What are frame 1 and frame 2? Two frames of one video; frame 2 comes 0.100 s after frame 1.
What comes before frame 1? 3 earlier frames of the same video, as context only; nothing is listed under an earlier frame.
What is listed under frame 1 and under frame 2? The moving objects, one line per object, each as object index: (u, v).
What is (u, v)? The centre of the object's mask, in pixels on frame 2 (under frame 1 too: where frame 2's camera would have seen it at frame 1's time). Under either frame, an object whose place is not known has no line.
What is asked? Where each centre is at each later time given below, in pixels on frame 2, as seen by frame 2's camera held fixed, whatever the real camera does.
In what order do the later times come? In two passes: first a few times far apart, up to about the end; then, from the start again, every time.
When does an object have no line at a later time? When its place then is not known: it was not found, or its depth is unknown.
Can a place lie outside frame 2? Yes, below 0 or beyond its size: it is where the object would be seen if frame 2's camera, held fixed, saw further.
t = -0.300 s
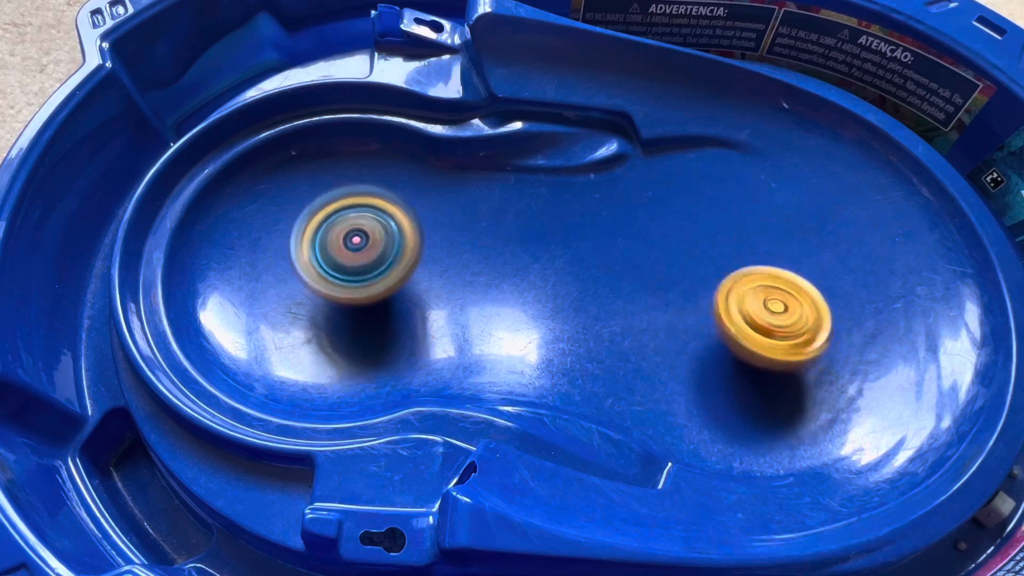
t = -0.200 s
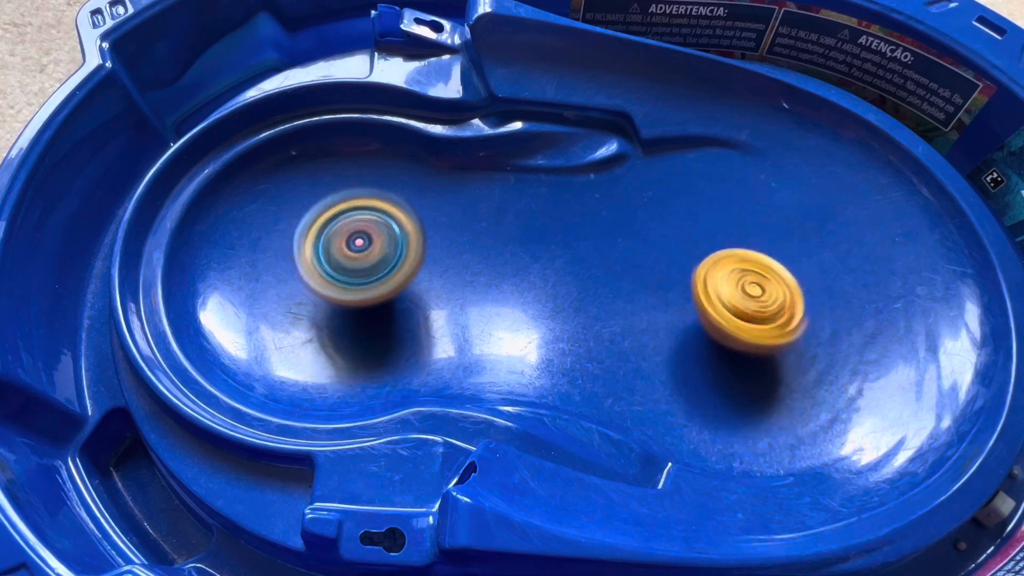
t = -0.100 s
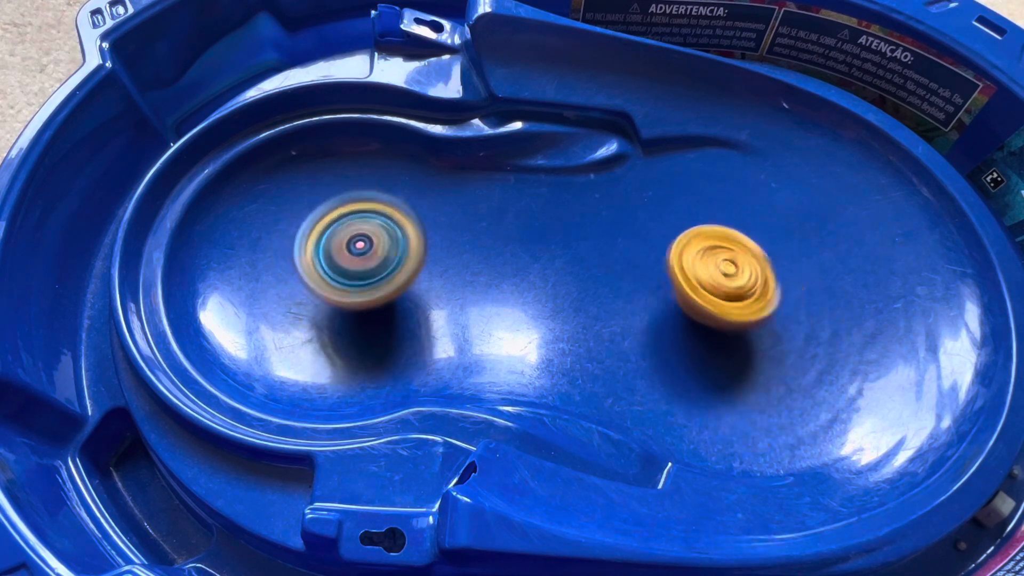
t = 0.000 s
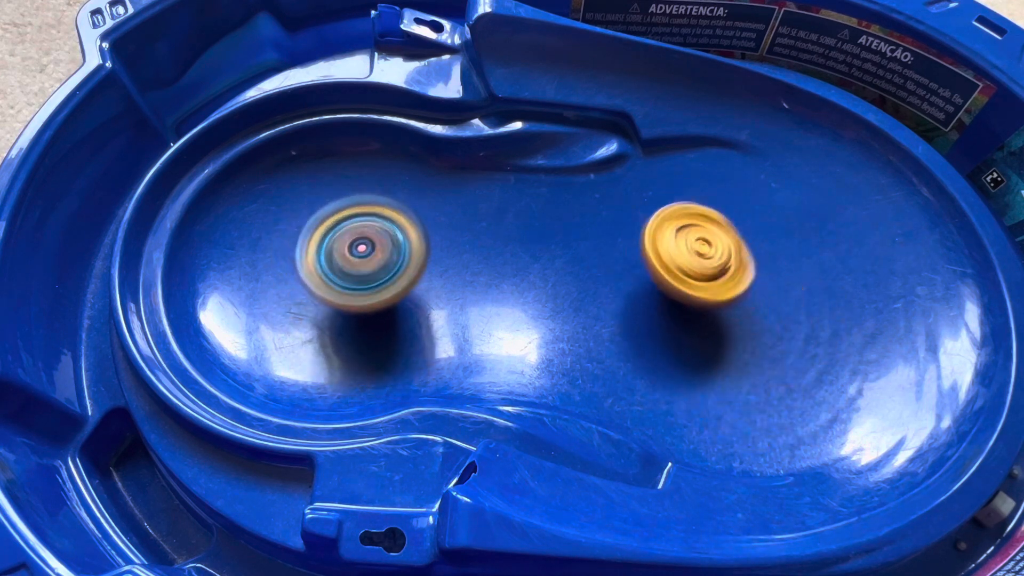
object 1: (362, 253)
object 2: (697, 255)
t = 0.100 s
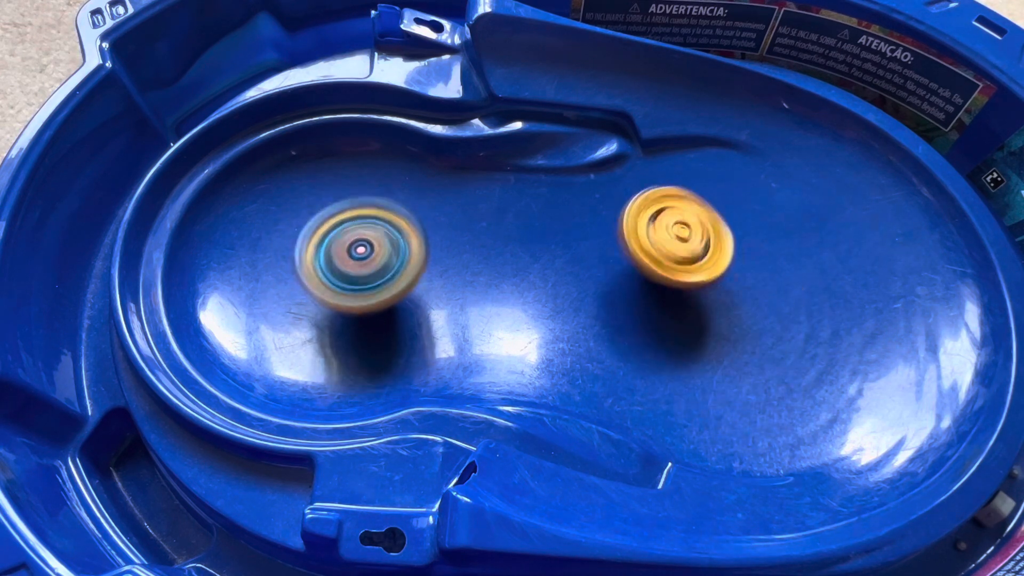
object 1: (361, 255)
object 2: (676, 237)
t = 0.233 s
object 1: (360, 258)
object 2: (667, 232)
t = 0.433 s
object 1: (357, 258)
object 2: (684, 261)
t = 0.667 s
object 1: (354, 253)
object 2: (749, 317)
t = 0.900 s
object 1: (353, 245)
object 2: (803, 335)
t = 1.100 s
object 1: (354, 239)
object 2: (796, 311)
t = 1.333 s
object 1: (357, 237)
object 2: (740, 254)
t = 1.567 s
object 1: (359, 242)
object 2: (687, 225)
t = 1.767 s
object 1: (360, 246)
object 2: (672, 238)
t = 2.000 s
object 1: (357, 248)
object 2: (698, 296)
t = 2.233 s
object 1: (353, 249)
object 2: (759, 339)
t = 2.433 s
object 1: (348, 248)
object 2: (793, 331)
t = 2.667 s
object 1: (348, 243)
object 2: (782, 277)
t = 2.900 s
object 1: (352, 241)
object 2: (732, 227)
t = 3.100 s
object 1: (355, 244)
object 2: (697, 223)
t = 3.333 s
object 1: (356, 249)
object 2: (681, 265)
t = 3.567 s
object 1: (354, 253)
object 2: (710, 323)
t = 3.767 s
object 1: (351, 254)
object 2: (749, 338)
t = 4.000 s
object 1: (349, 251)
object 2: (779, 304)
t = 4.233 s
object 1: (350, 248)
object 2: (771, 252)
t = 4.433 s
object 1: (353, 245)
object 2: (745, 225)
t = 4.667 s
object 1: (356, 247)
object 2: (707, 243)
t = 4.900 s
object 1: (357, 251)
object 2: (688, 290)
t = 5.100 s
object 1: (357, 253)
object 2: (695, 314)
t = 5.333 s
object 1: (354, 251)
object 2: (729, 311)
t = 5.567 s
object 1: (352, 249)
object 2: (773, 278)
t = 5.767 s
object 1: (353, 244)
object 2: (781, 256)
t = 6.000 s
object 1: (355, 244)
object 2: (754, 252)
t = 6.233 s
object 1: (356, 246)
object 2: (703, 270)
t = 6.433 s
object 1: (357, 249)
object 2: (675, 284)
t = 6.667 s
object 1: (352, 252)
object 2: (686, 284)
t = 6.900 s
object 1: (349, 250)
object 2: (730, 284)
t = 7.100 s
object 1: (349, 247)
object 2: (769, 292)
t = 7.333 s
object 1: (351, 247)
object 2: (776, 296)
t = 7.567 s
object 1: (354, 248)
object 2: (740, 282)
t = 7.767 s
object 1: (355, 251)
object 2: (705, 258)
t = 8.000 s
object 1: (354, 252)
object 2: (694, 256)
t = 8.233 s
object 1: (353, 251)
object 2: (714, 289)
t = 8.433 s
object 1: (354, 248)
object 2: (742, 316)
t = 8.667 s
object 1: (356, 246)
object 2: (759, 315)
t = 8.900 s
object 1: (358, 248)
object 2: (758, 279)
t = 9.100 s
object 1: (358, 249)
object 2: (747, 251)
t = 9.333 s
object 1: (357, 248)
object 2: (732, 245)
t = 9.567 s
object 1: (353, 246)
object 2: (713, 273)
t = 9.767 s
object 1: (352, 244)
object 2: (703, 293)
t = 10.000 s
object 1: (354, 243)
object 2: (713, 289)
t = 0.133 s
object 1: (362, 255)
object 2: (674, 235)
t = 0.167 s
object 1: (362, 256)
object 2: (669, 233)
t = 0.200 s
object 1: (361, 257)
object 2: (668, 233)
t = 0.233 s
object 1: (360, 258)
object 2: (667, 232)
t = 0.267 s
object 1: (359, 258)
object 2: (669, 236)
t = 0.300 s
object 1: (359, 257)
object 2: (667, 238)
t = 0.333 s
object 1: (359, 258)
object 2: (672, 241)
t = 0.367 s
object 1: (359, 258)
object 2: (674, 247)
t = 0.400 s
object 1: (359, 258)
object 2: (679, 252)
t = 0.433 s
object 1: (357, 258)
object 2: (684, 261)
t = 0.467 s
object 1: (357, 257)
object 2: (689, 268)
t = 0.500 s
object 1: (356, 256)
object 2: (696, 275)
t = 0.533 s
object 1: (356, 255)
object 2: (705, 284)
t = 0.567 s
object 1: (356, 254)
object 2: (715, 293)
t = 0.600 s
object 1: (356, 254)
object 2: (726, 301)
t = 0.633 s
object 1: (355, 253)
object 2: (739, 311)
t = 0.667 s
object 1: (354, 253)
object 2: (749, 317)
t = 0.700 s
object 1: (353, 251)
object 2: (761, 324)
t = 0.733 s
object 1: (353, 250)
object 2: (770, 328)
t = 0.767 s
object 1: (353, 248)
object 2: (781, 332)
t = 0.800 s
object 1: (354, 247)
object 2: (787, 335)
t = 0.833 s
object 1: (354, 246)
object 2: (795, 334)
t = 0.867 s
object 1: (353, 246)
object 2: (798, 337)
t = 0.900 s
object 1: (353, 245)
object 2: (803, 335)
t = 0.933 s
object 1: (352, 244)
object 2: (804, 334)
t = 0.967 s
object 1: (352, 243)
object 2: (806, 330)
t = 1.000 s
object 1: (353, 241)
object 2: (807, 328)
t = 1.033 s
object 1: (353, 240)
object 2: (802, 322)
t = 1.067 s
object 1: (354, 239)
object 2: (801, 318)
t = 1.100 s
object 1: (354, 239)
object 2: (796, 311)
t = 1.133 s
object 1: (354, 239)
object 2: (791, 305)
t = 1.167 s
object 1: (355, 239)
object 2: (784, 297)
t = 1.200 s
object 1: (354, 238)
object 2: (779, 289)
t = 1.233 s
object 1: (355, 238)
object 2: (769, 281)
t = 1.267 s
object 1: (355, 237)
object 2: (761, 271)
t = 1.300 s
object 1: (356, 237)
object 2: (751, 264)
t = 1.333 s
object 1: (357, 237)
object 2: (740, 254)
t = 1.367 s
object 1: (358, 237)
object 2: (731, 247)
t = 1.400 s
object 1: (358, 238)
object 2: (720, 240)
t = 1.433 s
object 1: (359, 239)
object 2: (712, 236)
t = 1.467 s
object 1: (359, 240)
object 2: (702, 231)
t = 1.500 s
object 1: (359, 240)
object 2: (698, 229)
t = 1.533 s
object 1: (359, 241)
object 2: (690, 227)
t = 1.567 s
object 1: (359, 242)
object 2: (687, 225)
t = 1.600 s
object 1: (359, 243)
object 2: (682, 226)
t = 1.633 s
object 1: (359, 243)
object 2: (679, 224)
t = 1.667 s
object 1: (359, 244)
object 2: (676, 228)
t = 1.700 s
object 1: (359, 245)
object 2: (674, 229)
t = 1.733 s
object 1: (359, 246)
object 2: (674, 234)
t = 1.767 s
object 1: (360, 246)
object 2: (672, 238)
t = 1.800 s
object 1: (360, 247)
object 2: (675, 243)
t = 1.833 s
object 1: (359, 248)
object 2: (674, 251)
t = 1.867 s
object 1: (359, 248)
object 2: (676, 257)
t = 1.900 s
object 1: (358, 248)
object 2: (679, 267)
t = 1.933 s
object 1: (358, 248)
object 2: (682, 276)
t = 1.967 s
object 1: (357, 249)
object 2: (689, 286)
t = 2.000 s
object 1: (357, 248)
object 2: (698, 296)
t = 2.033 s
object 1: (356, 248)
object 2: (707, 306)
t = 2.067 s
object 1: (356, 248)
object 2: (714, 314)
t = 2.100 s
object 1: (355, 248)
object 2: (725, 320)
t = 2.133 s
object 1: (355, 249)
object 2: (733, 328)
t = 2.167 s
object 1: (354, 249)
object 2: (742, 331)
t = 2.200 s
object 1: (354, 249)
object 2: (752, 337)
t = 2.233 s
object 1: (353, 249)
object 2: (759, 339)
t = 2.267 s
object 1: (352, 249)
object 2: (769, 342)
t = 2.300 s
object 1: (351, 248)
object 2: (774, 342)
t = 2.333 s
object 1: (350, 248)
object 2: (782, 341)
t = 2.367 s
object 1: (350, 248)
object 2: (786, 340)
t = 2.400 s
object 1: (349, 248)
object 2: (790, 335)
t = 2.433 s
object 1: (348, 248)
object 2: (793, 331)
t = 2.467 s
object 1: (348, 247)
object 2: (793, 324)
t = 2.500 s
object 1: (348, 247)
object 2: (795, 319)
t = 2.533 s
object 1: (348, 246)
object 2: (794, 314)
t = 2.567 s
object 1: (348, 245)
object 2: (794, 305)
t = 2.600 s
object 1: (348, 244)
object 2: (791, 297)
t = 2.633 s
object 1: (348, 243)
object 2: (787, 287)
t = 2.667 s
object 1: (348, 243)
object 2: (782, 277)
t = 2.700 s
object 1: (348, 242)
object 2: (774, 267)
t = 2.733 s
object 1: (349, 242)
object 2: (769, 260)
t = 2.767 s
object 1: (349, 242)
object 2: (761, 253)
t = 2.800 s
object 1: (350, 241)
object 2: (756, 245)
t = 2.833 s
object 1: (351, 241)
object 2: (748, 239)
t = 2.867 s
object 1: (351, 241)
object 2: (740, 231)
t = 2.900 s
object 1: (352, 241)
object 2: (732, 227)
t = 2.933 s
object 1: (352, 241)
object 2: (723, 223)
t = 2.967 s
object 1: (353, 242)
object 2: (719, 222)
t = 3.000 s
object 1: (354, 242)
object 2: (712, 222)
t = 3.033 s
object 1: (354, 242)
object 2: (708, 220)
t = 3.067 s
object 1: (355, 243)
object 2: (703, 222)
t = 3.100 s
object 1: (355, 244)
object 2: (697, 223)
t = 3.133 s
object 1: (355, 244)
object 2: (694, 227)
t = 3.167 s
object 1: (355, 245)
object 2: (690, 231)
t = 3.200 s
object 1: (355, 246)
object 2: (688, 236)
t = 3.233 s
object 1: (356, 247)
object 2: (686, 242)
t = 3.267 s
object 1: (356, 247)
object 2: (684, 248)
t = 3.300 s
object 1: (356, 248)
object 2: (683, 257)
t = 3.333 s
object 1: (356, 249)
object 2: (681, 265)
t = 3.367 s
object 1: (356, 249)
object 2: (683, 273)
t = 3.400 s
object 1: (355, 250)
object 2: (683, 284)
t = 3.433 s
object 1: (355, 251)
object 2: (688, 290)
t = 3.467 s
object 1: (355, 251)
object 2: (694, 300)
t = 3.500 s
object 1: (355, 252)
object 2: (699, 308)
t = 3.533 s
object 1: (354, 252)
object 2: (705, 317)
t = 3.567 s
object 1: (354, 253)
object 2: (710, 323)
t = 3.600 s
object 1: (354, 253)
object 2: (717, 327)
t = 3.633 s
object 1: (353, 253)
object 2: (724, 333)
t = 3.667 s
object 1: (353, 254)
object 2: (729, 334)
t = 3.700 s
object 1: (352, 254)
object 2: (738, 338)
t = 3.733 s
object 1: (352, 254)
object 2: (742, 340)
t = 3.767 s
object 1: (351, 254)
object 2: (749, 338)
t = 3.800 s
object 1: (351, 253)
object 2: (756, 337)
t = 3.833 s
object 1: (351, 253)
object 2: (759, 333)
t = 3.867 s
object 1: (350, 253)
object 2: (766, 331)
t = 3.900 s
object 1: (350, 252)
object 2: (770, 328)
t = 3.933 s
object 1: (350, 252)
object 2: (776, 321)
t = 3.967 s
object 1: (349, 252)
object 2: (778, 314)
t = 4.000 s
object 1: (349, 251)
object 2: (779, 304)
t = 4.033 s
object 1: (349, 251)
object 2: (782, 298)
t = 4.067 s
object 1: (348, 250)
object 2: (781, 291)
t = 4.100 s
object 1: (349, 250)
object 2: (783, 282)
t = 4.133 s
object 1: (349, 249)
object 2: (781, 273)
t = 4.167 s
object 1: (349, 249)
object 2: (777, 263)
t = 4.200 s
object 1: (350, 248)
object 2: (775, 257)
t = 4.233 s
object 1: (350, 248)
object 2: (771, 252)
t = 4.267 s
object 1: (350, 247)
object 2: (769, 245)
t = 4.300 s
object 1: (350, 247)
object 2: (764, 239)
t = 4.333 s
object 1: (351, 246)
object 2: (758, 233)
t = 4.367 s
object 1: (351, 246)
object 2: (755, 231)
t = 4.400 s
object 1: (352, 246)
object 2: (749, 230)
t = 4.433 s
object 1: (353, 245)
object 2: (745, 225)
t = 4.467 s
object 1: (353, 245)
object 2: (739, 226)
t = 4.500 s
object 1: (354, 245)
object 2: (732, 226)
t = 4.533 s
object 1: (354, 245)
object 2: (728, 228)
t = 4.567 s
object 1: (355, 246)
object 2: (723, 231)
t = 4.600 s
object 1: (355, 246)
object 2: (718, 233)
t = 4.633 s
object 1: (356, 246)
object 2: (712, 239)
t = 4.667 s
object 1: (356, 247)
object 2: (707, 243)
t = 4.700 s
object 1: (357, 247)
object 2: (704, 250)
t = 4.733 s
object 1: (357, 248)
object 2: (699, 257)
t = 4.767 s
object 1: (357, 248)
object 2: (695, 262)
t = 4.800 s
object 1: (357, 249)
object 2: (692, 270)
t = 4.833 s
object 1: (357, 249)
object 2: (688, 277)
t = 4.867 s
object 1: (357, 250)
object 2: (687, 283)
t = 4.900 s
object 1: (357, 251)
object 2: (688, 290)
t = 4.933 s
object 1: (357, 251)
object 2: (688, 296)
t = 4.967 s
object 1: (357, 252)
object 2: (689, 303)
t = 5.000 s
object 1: (357, 252)
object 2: (690, 307)
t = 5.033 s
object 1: (357, 252)
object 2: (693, 310)
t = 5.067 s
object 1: (357, 253)
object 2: (695, 314)
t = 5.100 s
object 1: (357, 253)
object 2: (695, 314)
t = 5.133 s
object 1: (357, 253)
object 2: (701, 317)
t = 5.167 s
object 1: (356, 253)
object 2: (703, 319)
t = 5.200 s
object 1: (356, 253)
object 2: (706, 316)
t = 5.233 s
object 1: (356, 252)
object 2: (712, 318)
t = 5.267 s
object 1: (355, 252)
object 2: (716, 318)
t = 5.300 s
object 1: (354, 252)
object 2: (723, 313)
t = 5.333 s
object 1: (354, 251)
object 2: (729, 311)
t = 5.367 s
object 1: (353, 251)
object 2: (736, 308)
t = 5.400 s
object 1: (352, 251)
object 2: (744, 306)
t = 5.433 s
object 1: (352, 250)
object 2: (750, 301)
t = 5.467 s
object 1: (351, 250)
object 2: (756, 293)
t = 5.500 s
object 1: (351, 250)
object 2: (762, 290)
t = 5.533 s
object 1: (351, 249)
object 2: (766, 285)
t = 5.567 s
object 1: (352, 249)
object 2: (773, 278)
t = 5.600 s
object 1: (352, 248)
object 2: (776, 274)
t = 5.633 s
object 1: (352, 247)
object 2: (776, 268)
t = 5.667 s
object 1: (353, 246)
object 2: (781, 266)
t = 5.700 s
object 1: (353, 245)
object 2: (782, 264)
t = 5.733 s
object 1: (353, 244)
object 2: (781, 258)
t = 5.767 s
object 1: (353, 244)
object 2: (781, 256)
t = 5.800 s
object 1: (353, 243)
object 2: (780, 255)
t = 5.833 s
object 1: (352, 243)
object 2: (780, 254)
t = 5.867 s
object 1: (353, 243)
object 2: (776, 253)
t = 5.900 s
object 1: (353, 243)
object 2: (770, 251)
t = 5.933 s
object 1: (353, 244)
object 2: (769, 252)
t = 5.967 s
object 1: (354, 244)
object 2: (763, 254)
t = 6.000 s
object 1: (355, 244)
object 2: (754, 252)
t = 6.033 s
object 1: (356, 244)
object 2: (749, 254)
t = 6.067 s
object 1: (356, 244)
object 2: (742, 258)
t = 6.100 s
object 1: (356, 244)
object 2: (734, 258)
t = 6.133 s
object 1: (357, 244)
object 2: (725, 260)
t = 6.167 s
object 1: (356, 245)
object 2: (717, 264)
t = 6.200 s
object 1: (356, 245)
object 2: (711, 267)
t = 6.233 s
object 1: (356, 246)
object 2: (703, 270)
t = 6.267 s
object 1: (356, 247)
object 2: (695, 271)
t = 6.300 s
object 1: (356, 248)
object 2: (691, 275)
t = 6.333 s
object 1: (356, 249)
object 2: (684, 278)
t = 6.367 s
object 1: (357, 249)
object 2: (680, 278)
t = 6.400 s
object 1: (357, 249)
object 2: (678, 282)
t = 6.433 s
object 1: (357, 249)
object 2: (675, 284)
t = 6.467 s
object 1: (356, 250)
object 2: (674, 282)
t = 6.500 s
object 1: (356, 250)
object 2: (675, 283)
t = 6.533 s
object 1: (355, 250)
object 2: (675, 285)
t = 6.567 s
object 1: (354, 250)
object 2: (677, 284)
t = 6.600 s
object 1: (353, 252)
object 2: (678, 284)
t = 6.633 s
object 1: (353, 252)
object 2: (679, 283)
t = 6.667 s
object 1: (352, 252)
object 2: (686, 284)
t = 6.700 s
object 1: (353, 252)
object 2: (690, 283)
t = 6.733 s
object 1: (352, 251)
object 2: (694, 282)
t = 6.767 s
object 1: (351, 251)
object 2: (702, 283)
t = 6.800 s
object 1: (351, 250)
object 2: (708, 283)
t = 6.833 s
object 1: (350, 250)
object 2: (714, 281)
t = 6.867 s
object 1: (349, 250)
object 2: (723, 284)
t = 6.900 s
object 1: (349, 250)
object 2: (730, 284)
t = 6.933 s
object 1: (349, 250)
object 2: (737, 283)
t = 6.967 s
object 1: (349, 250)
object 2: (745, 287)
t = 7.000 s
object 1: (350, 249)
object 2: (752, 289)
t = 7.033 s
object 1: (350, 248)
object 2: (759, 288)
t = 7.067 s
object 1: (350, 248)
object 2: (765, 290)
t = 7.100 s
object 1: (349, 247)
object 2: (769, 292)
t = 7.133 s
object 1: (349, 248)
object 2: (775, 291)
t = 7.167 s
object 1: (349, 248)
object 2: (777, 293)
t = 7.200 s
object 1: (349, 248)
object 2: (776, 294)
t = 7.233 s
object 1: (350, 248)
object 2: (779, 294)
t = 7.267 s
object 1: (351, 247)
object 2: (780, 294)
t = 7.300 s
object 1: (351, 247)
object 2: (778, 295)
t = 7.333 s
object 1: (351, 247)
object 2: (776, 296)
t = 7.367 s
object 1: (350, 247)
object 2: (772, 295)
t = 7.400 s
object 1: (351, 247)
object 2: (767, 292)
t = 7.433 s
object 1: (351, 248)
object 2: (765, 292)
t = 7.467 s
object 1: (352, 249)
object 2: (758, 291)
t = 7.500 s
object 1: (353, 249)
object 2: (750, 285)
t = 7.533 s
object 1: (353, 248)
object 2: (746, 283)
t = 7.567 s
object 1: (354, 248)
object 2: (740, 282)
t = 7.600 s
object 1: (353, 249)
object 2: (731, 275)
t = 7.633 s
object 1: (353, 249)
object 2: (725, 272)
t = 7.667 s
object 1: (353, 250)
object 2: (721, 270)
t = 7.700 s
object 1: (353, 251)
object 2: (714, 264)
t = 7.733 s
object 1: (354, 251)
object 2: (708, 262)
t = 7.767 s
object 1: (355, 251)
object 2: (705, 258)
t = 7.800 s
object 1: (354, 251)
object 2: (701, 254)
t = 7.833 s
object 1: (353, 251)
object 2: (698, 256)
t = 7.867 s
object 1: (353, 252)
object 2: (694, 254)
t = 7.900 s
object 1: (353, 253)
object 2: (693, 250)
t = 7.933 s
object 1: (353, 253)
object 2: (695, 253)
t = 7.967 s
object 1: (354, 253)
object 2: (694, 256)
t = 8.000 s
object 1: (354, 252)
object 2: (694, 256)
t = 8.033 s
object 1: (353, 252)
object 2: (696, 259)
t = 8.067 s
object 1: (352, 252)
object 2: (697, 263)
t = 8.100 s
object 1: (352, 253)
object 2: (699, 265)
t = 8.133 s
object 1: (352, 253)
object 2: (702, 272)
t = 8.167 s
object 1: (353, 252)
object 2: (704, 277)
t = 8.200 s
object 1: (353, 251)
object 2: (709, 281)
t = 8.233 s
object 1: (353, 251)
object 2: (714, 289)
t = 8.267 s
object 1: (352, 250)
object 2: (717, 294)
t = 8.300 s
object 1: (352, 250)
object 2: (722, 297)
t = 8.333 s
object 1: (352, 250)
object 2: (729, 305)
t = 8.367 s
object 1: (353, 250)
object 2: (732, 310)
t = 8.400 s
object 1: (354, 249)
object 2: (736, 311)
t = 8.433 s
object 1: (354, 248)
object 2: (742, 316)
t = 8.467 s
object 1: (353, 247)
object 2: (745, 319)
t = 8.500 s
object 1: (353, 248)
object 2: (747, 318)
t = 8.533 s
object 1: (354, 248)
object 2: (751, 320)
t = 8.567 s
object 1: (355, 248)
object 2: (754, 320)
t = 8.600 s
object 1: (356, 247)
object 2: (756, 317)
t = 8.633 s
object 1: (356, 246)
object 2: (760, 319)
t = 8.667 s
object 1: (356, 246)
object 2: (759, 315)
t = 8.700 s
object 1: (356, 247)
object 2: (759, 310)
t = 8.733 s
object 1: (356, 247)
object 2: (763, 308)
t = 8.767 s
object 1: (358, 247)
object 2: (762, 303)
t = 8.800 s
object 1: (358, 247)
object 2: (760, 296)
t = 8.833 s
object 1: (358, 246)
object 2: (762, 291)
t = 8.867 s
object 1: (358, 247)
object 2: (761, 284)
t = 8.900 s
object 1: (358, 248)
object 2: (758, 279)
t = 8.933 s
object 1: (359, 248)
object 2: (758, 273)
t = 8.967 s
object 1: (359, 248)
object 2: (755, 266)
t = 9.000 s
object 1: (359, 248)
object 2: (753, 263)
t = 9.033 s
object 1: (359, 247)
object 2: (752, 256)
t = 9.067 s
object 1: (358, 249)
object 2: (749, 253)
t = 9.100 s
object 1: (358, 249)
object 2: (747, 251)
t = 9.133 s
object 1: (359, 249)
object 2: (745, 246)
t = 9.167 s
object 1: (359, 248)
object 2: (743, 246)
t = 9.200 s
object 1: (358, 248)
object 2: (741, 246)
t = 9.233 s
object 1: (357, 249)
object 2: (739, 243)
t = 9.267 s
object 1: (357, 249)
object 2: (738, 245)
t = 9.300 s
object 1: (357, 249)
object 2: (735, 246)
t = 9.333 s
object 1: (357, 248)
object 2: (732, 245)
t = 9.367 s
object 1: (356, 247)
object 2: (732, 249)
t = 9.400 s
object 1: (354, 247)
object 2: (729, 253)
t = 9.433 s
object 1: (354, 248)
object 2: (723, 255)
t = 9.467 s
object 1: (354, 248)
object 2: (721, 259)
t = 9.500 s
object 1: (355, 247)
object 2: (719, 263)
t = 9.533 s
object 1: (354, 246)
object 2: (715, 269)
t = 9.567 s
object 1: (353, 246)
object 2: (713, 273)
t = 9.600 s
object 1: (352, 246)
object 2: (710, 278)
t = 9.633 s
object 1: (353, 246)
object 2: (707, 283)
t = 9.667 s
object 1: (353, 245)
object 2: (707, 286)
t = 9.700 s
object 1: (353, 244)
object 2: (705, 290)
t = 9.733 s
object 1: (352, 244)
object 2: (703, 293)
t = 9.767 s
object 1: (352, 244)
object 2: (703, 293)
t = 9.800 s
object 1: (353, 244)
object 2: (704, 297)
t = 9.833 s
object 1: (353, 243)
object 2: (703, 297)
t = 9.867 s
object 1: (353, 243)
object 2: (702, 295)
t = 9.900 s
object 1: (352, 243)
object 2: (707, 297)
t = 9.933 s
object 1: (352, 244)
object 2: (708, 296)
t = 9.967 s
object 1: (354, 244)
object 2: (708, 294)
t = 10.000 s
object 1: (354, 243)
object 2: (713, 289)
